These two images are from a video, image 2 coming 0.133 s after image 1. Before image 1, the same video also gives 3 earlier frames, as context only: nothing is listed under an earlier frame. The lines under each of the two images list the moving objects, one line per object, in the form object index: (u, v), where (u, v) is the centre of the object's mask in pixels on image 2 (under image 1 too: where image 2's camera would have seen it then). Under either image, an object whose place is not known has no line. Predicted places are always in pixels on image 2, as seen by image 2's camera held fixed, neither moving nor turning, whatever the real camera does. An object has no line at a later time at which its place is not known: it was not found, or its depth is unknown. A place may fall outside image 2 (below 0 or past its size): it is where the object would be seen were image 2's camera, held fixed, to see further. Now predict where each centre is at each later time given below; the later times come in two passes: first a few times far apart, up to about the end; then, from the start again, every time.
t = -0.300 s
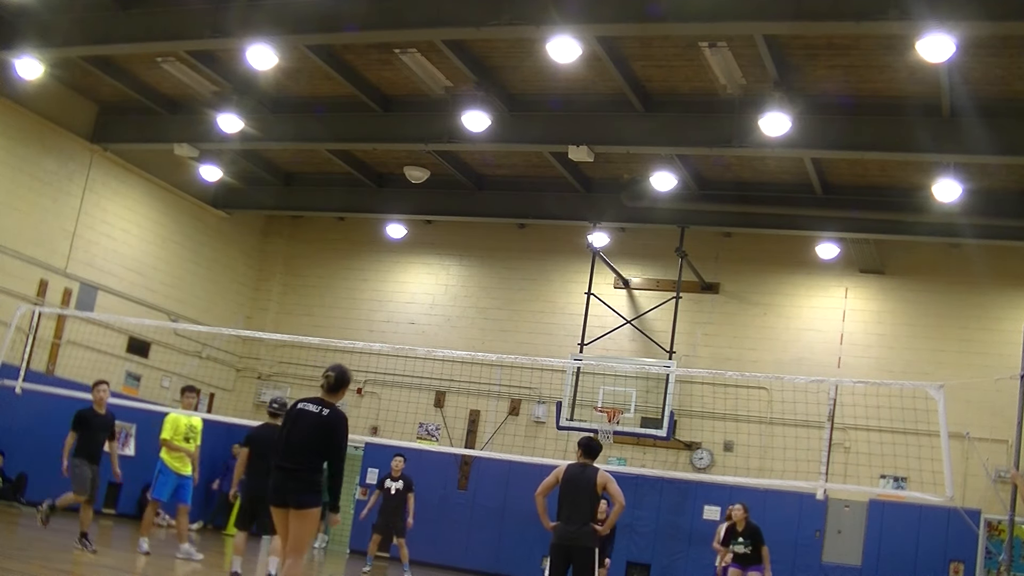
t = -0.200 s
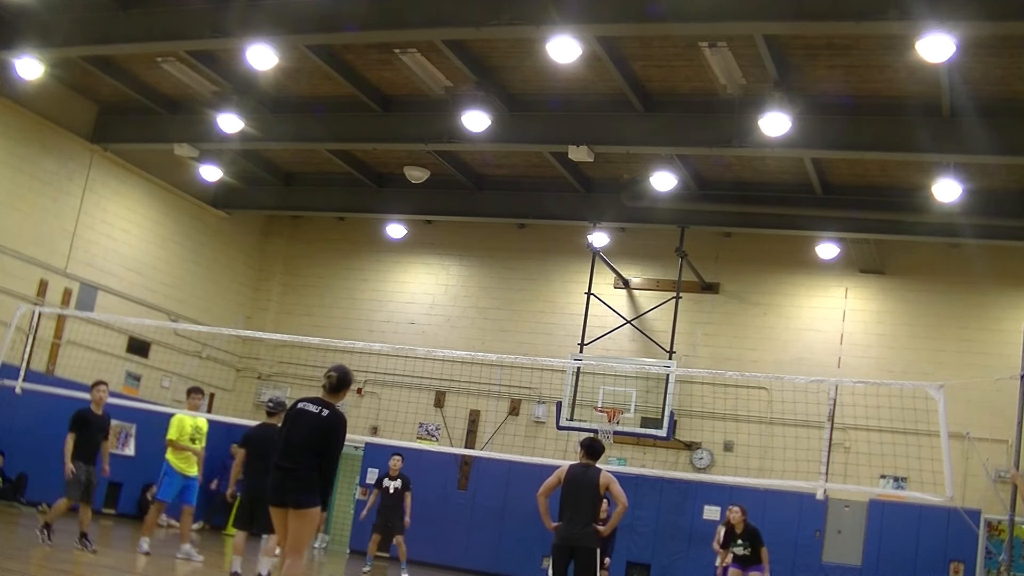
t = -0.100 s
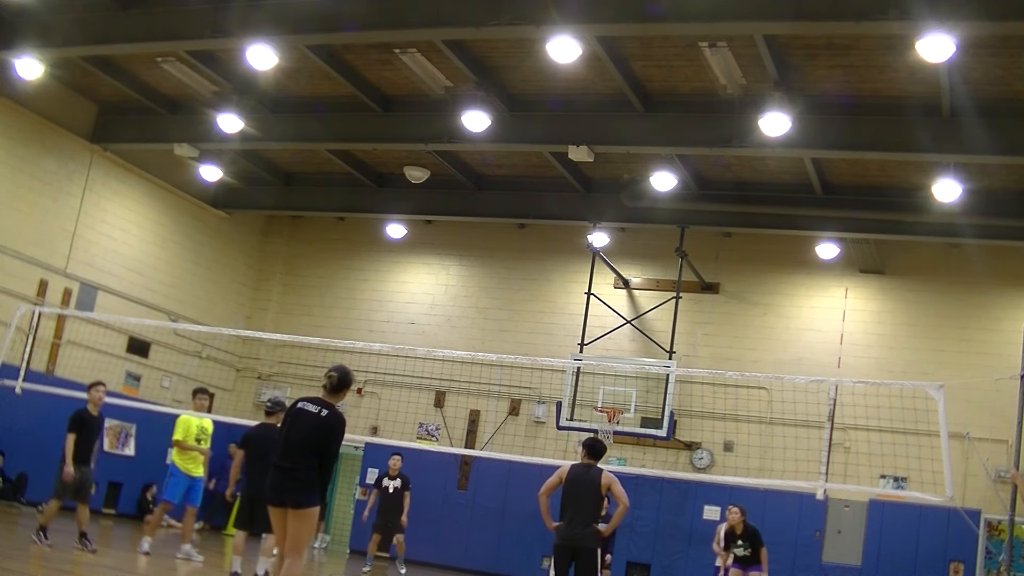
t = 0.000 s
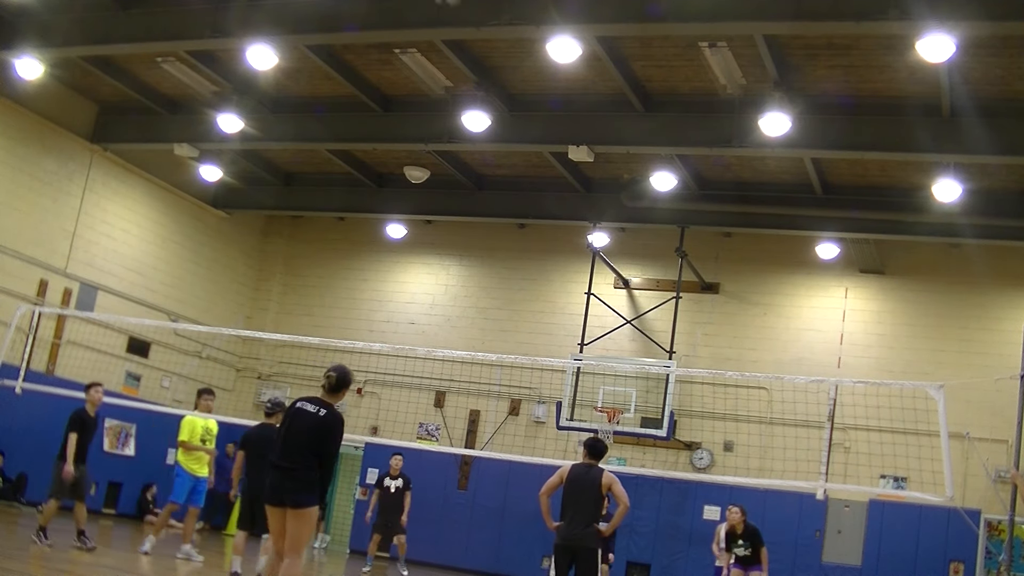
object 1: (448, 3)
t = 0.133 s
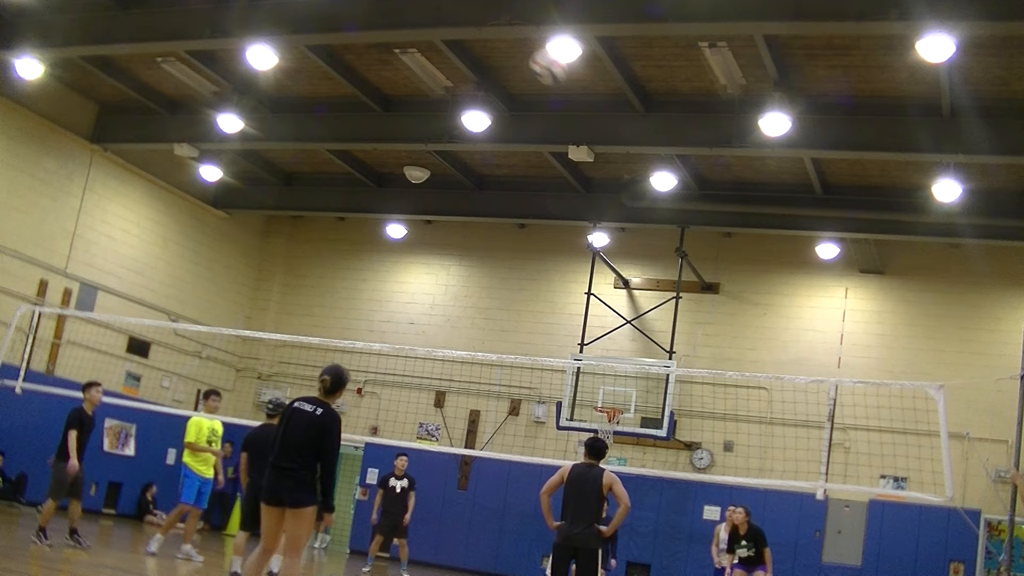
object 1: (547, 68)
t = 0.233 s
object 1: (601, 120)
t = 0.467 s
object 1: (673, 233)
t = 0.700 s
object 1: (702, 343)
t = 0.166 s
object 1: (568, 85)
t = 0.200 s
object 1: (586, 103)
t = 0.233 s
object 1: (601, 120)
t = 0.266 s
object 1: (615, 136)
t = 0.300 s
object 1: (627, 153)
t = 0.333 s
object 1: (638, 168)
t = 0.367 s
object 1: (646, 185)
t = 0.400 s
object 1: (657, 202)
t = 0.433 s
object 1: (665, 217)
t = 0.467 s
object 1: (673, 233)
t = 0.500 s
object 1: (678, 247)
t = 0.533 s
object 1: (683, 263)
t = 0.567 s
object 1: (688, 280)
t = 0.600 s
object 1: (692, 295)
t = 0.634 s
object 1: (696, 311)
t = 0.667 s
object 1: (700, 327)
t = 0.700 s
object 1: (702, 343)
